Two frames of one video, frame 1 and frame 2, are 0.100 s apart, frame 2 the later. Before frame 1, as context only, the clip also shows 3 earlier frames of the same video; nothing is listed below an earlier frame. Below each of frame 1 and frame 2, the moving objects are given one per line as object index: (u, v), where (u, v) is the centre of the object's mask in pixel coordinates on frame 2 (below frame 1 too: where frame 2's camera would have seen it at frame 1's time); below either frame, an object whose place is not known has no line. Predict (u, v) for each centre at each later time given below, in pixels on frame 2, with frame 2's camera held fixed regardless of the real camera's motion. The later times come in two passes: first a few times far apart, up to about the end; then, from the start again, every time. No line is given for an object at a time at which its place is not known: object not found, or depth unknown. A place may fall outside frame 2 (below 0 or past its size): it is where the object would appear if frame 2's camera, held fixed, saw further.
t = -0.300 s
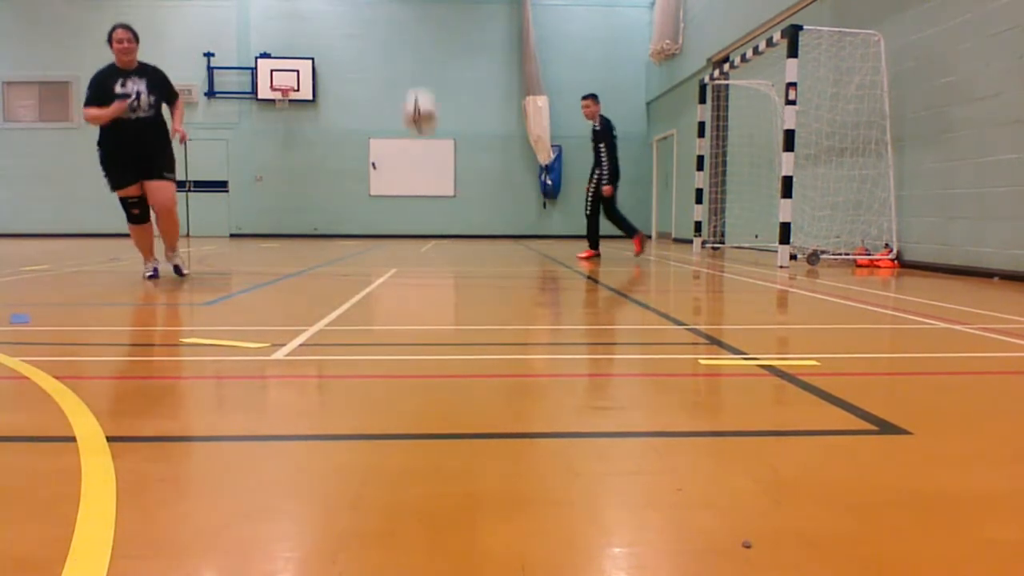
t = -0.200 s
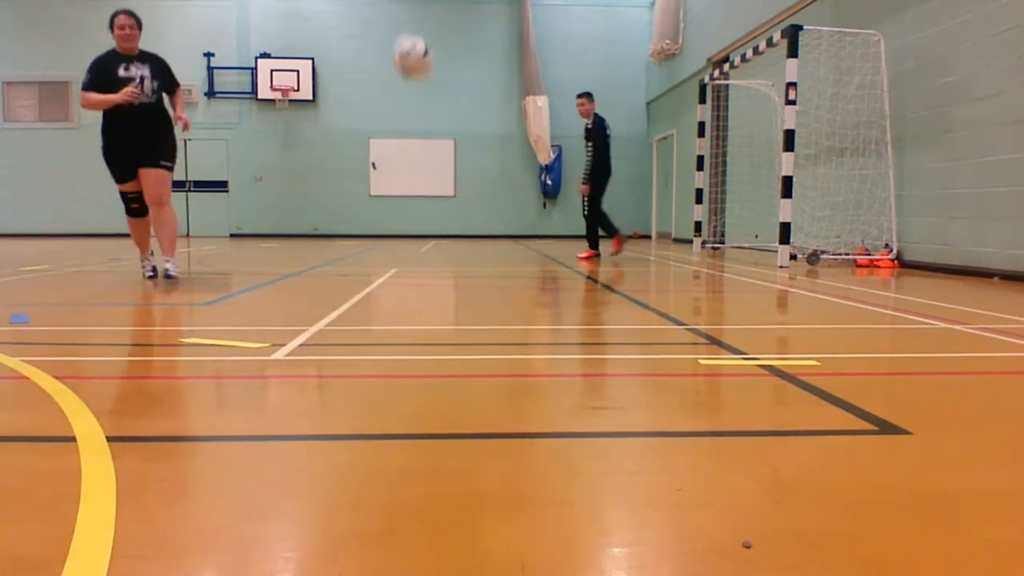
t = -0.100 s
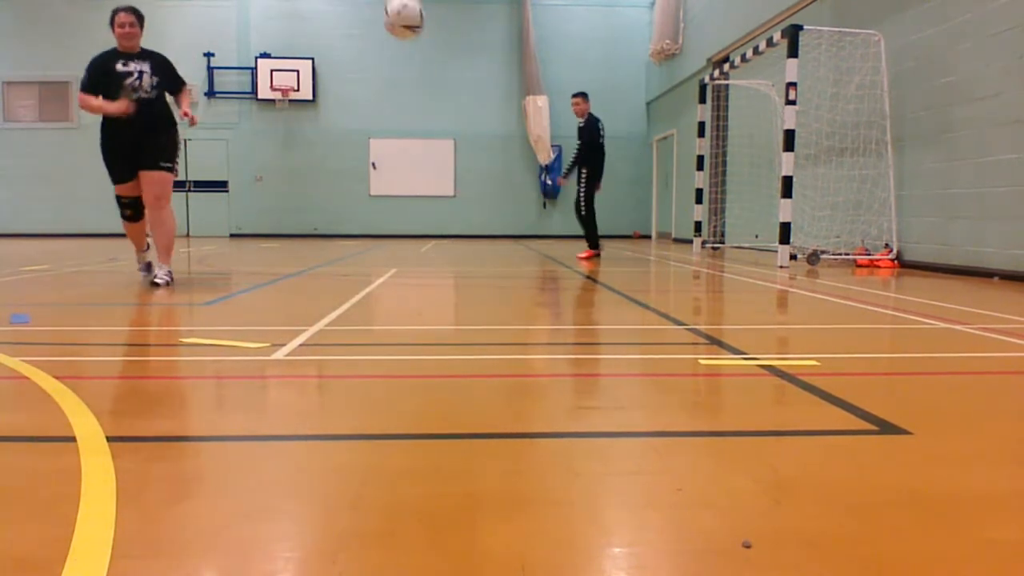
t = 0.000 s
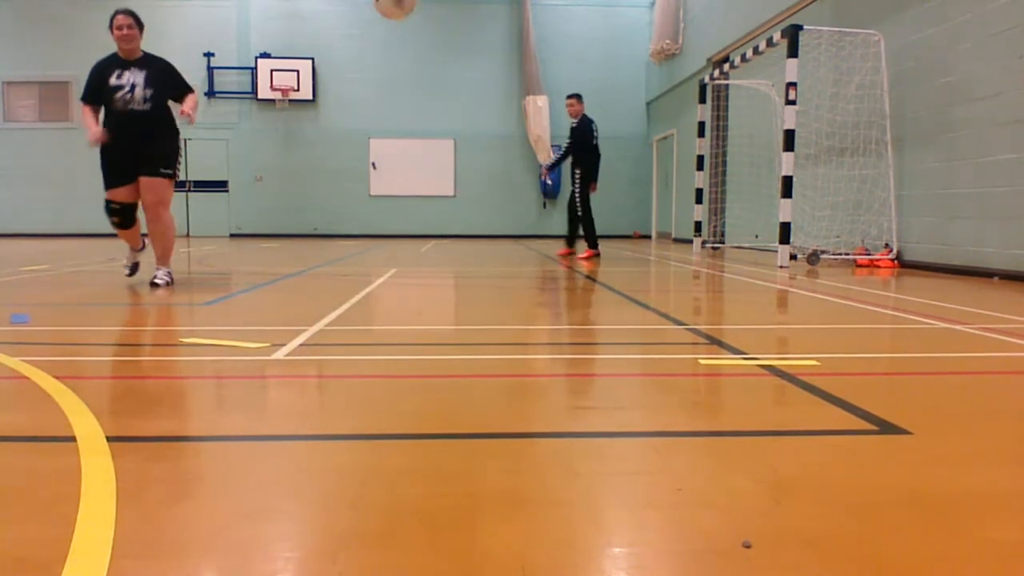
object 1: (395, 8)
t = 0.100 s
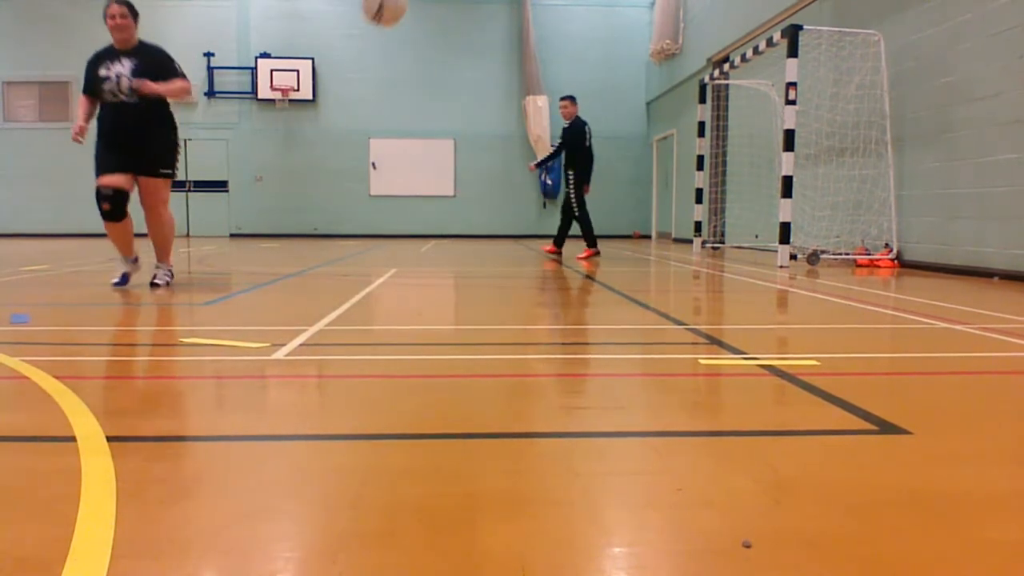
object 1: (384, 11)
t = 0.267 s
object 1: (363, 77)
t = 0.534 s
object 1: (332, 261)
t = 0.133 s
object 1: (381, 15)
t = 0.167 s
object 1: (377, 22)
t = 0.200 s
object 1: (372, 34)
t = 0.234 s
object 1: (367, 54)
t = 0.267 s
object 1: (363, 77)
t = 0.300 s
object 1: (359, 105)
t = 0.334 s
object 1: (355, 140)
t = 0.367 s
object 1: (350, 177)
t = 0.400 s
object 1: (344, 222)
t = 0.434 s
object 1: (337, 270)
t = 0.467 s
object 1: (331, 330)
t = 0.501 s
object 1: (333, 297)
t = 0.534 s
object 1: (332, 261)
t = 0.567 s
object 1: (329, 226)
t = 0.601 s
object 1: (329, 190)
